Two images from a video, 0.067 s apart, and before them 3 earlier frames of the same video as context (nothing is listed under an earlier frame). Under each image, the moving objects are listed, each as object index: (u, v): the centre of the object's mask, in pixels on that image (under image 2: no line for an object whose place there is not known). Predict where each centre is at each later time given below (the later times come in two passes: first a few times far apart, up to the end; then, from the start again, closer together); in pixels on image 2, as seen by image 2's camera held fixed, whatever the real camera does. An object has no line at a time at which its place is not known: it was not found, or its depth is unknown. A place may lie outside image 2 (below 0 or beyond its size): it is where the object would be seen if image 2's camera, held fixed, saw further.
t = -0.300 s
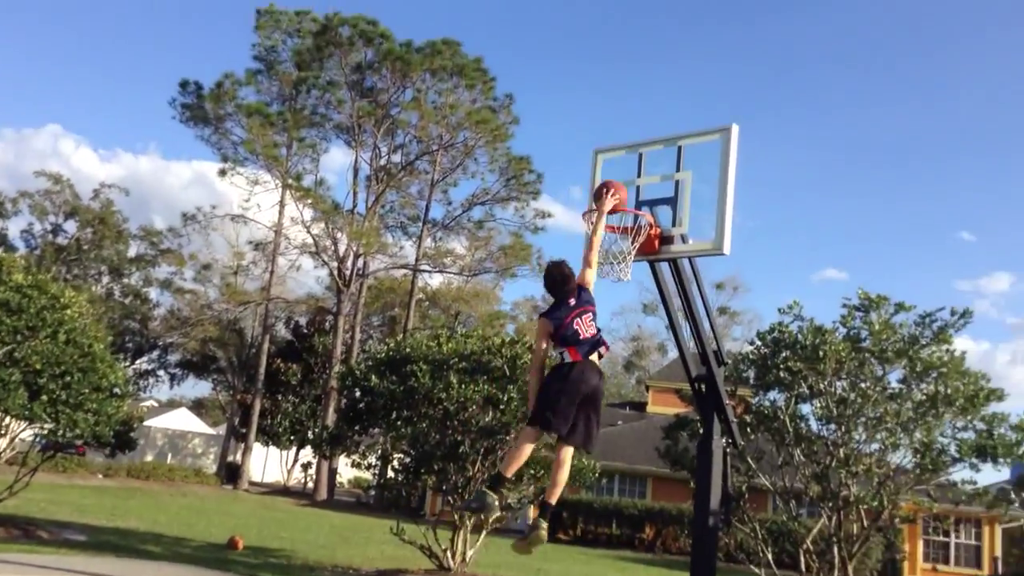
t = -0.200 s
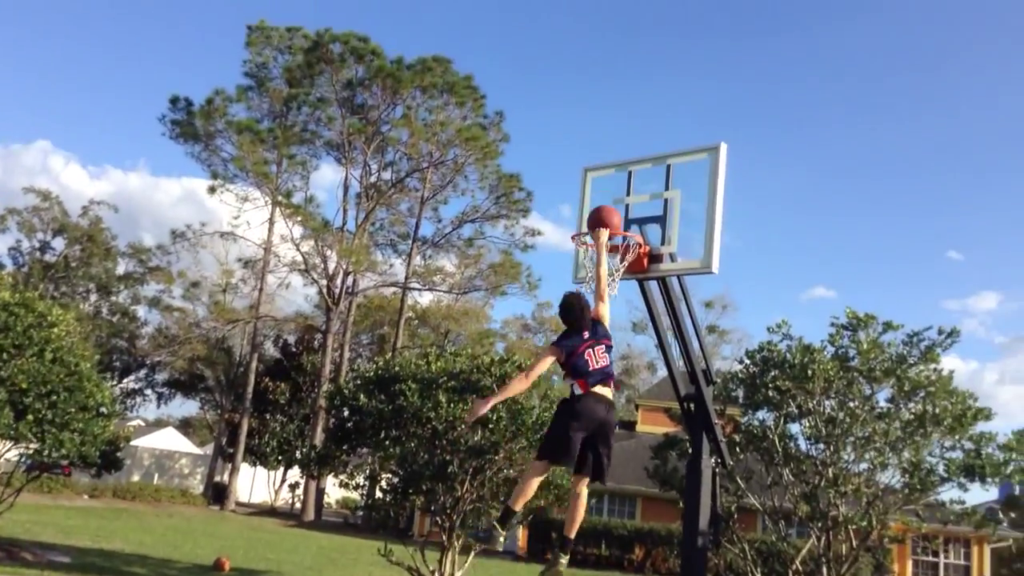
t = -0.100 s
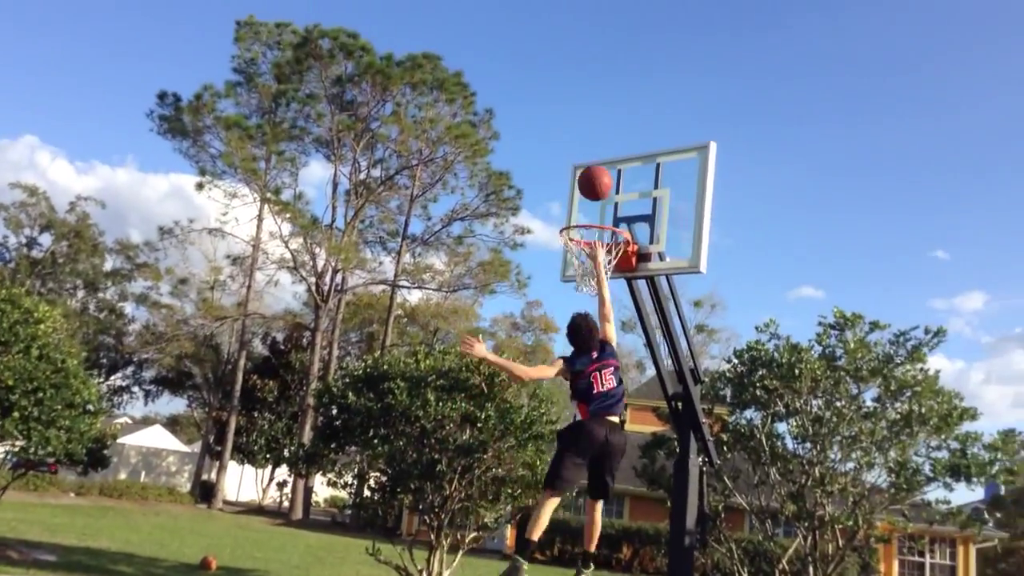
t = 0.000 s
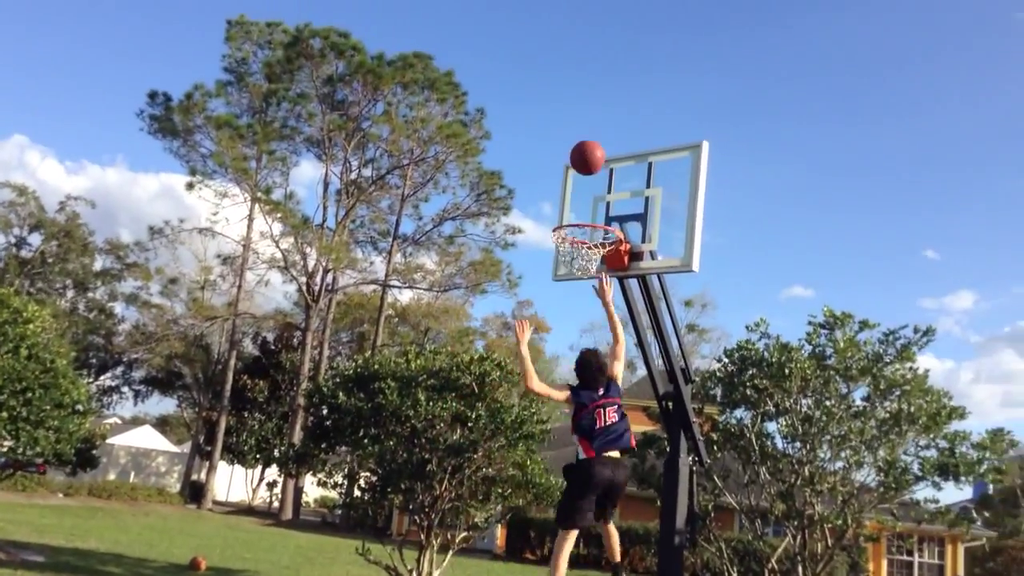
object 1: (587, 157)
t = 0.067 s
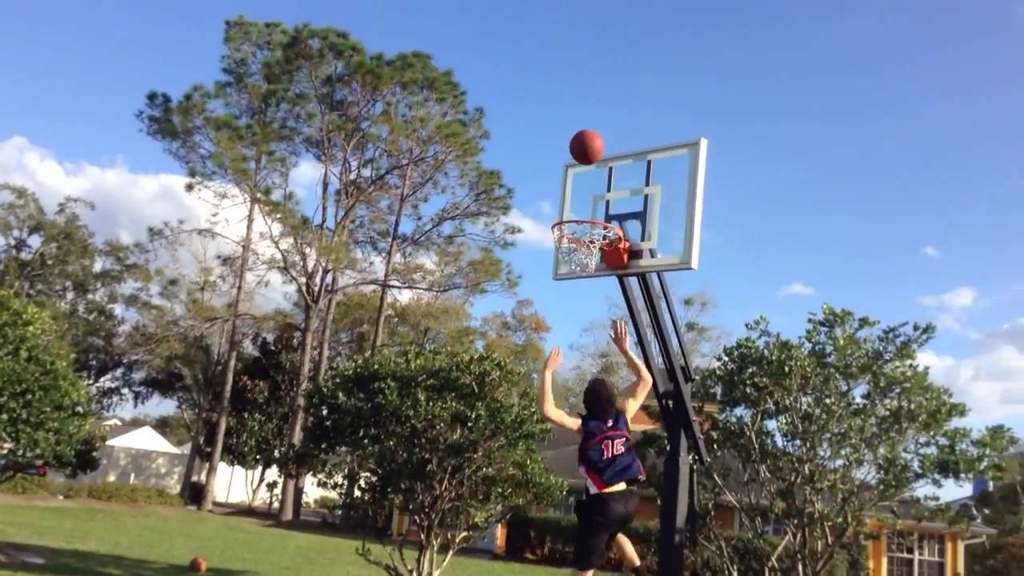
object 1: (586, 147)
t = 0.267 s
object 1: (586, 154)
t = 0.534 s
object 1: (582, 228)
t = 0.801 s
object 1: (593, 281)
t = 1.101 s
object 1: (572, 386)
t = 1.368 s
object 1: (543, 595)
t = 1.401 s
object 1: (537, 625)
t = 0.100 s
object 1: (587, 145)
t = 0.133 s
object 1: (587, 143)
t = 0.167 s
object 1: (587, 144)
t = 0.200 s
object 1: (587, 146)
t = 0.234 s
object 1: (586, 150)
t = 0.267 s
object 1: (586, 154)
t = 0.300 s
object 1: (585, 161)
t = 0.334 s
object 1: (584, 169)
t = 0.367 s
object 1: (583, 179)
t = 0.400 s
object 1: (582, 190)
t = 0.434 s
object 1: (580, 202)
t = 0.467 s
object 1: (577, 215)
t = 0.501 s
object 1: (579, 221)
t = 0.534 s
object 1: (582, 228)
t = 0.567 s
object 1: (585, 236)
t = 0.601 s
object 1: (589, 245)
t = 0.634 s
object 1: (589, 253)
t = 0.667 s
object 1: (591, 263)
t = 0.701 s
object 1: (592, 269)
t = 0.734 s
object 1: (593, 274)
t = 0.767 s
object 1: (594, 277)
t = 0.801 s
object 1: (593, 281)
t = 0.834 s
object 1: (592, 286)
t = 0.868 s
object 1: (588, 294)
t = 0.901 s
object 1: (585, 304)
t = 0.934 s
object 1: (583, 313)
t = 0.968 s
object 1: (581, 324)
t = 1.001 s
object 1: (580, 337)
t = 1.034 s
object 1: (577, 351)
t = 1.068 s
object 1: (574, 368)
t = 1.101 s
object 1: (572, 386)
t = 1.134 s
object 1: (569, 405)
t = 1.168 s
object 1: (565, 426)
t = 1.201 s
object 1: (562, 449)
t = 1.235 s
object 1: (559, 474)
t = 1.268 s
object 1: (555, 502)
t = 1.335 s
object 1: (547, 561)
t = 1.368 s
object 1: (543, 595)
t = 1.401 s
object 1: (537, 625)
